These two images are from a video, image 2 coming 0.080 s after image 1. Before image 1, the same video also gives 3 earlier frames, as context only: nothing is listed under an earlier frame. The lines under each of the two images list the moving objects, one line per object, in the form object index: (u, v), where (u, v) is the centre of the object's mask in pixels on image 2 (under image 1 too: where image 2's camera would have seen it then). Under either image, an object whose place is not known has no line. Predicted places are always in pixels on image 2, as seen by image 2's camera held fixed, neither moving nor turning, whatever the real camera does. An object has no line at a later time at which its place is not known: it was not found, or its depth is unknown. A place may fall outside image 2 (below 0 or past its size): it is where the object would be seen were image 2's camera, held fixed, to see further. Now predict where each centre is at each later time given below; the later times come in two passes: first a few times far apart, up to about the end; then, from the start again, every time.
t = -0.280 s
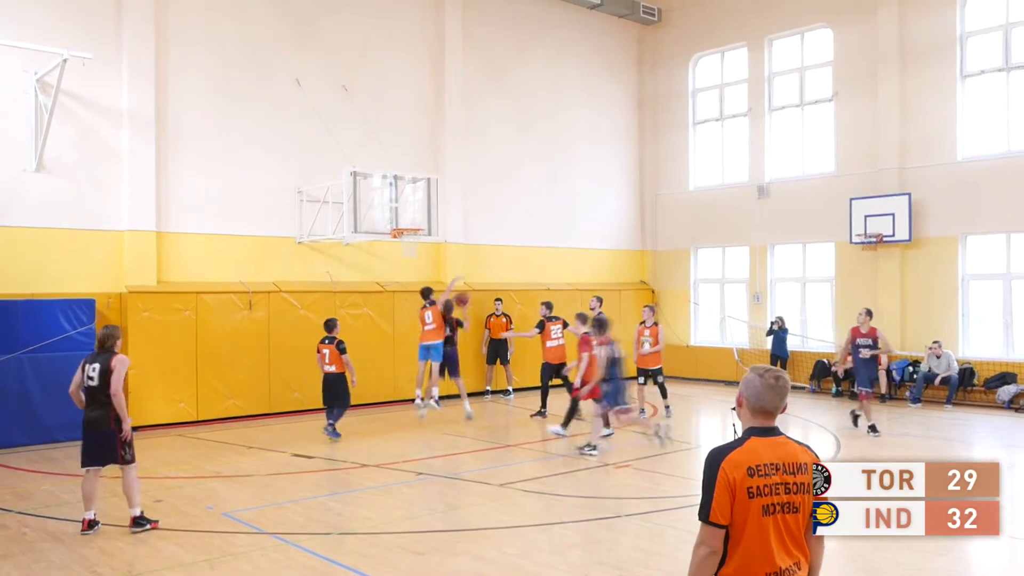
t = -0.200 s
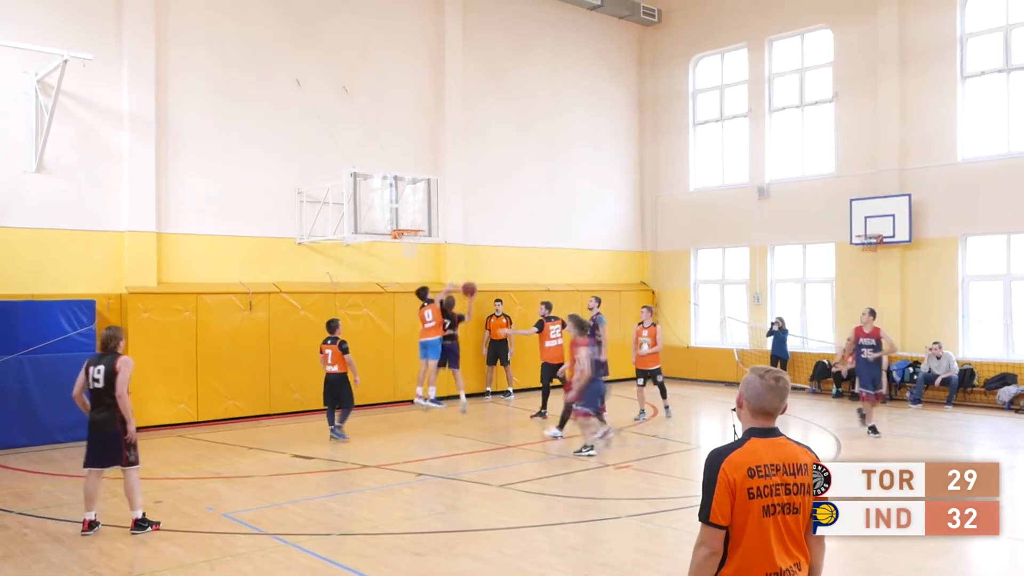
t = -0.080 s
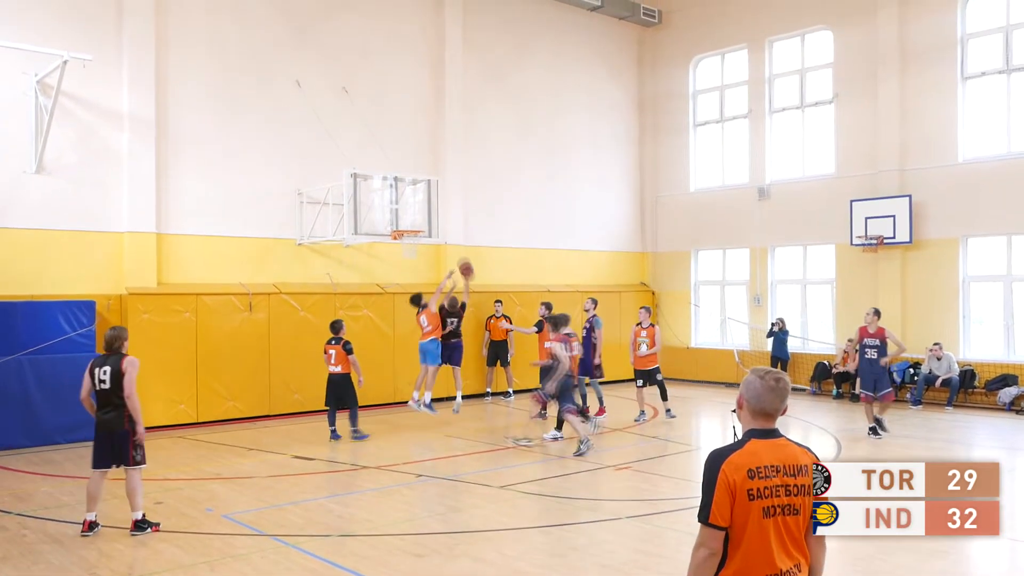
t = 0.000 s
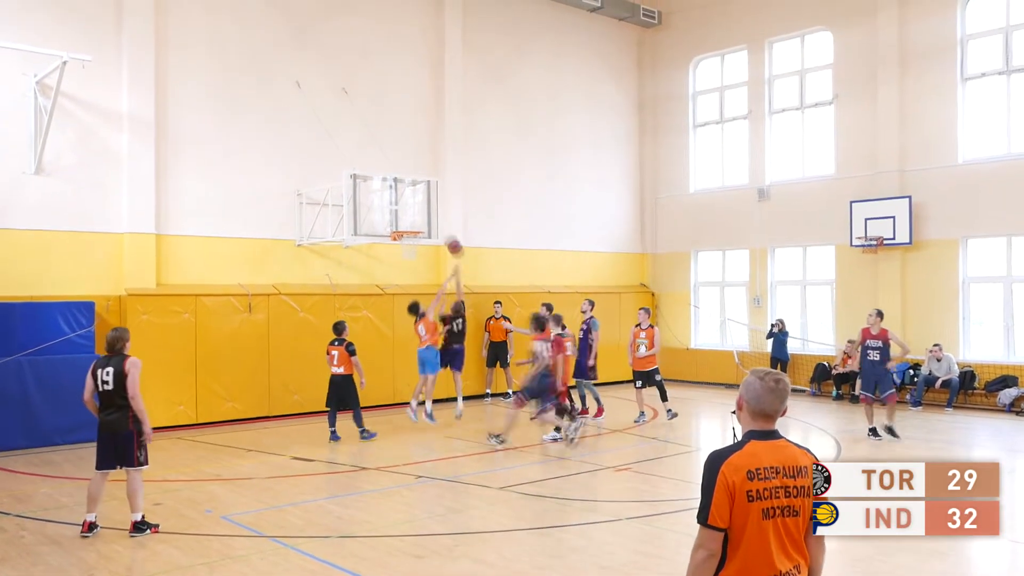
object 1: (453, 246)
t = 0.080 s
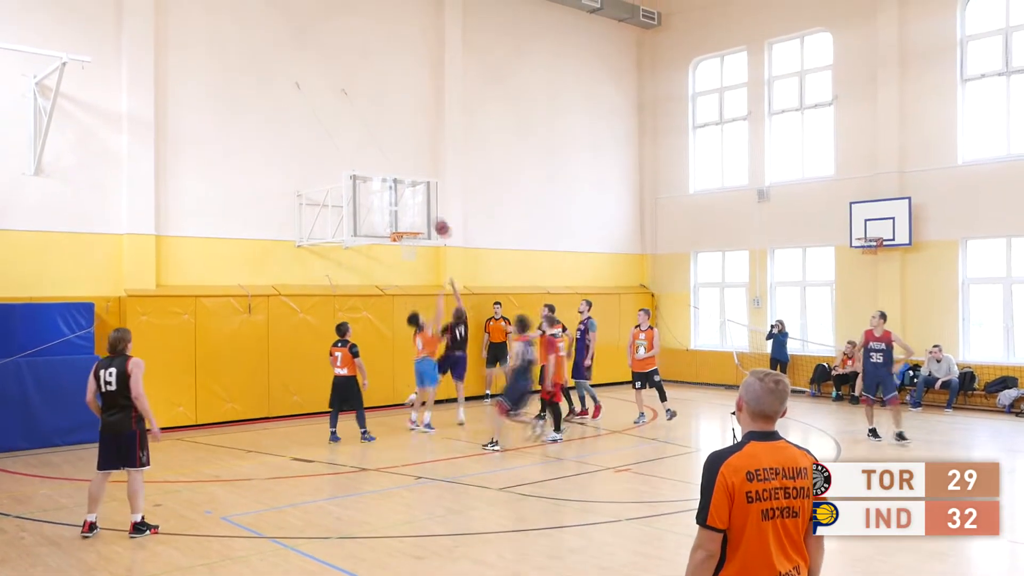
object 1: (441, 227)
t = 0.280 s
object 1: (417, 199)
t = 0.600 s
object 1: (406, 220)
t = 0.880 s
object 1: (408, 226)
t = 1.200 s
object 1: (416, 249)
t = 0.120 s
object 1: (436, 220)
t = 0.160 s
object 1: (429, 212)
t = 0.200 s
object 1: (423, 205)
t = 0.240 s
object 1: (418, 200)
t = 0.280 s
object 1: (417, 199)
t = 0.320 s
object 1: (416, 198)
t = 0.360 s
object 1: (414, 198)
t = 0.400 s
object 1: (413, 199)
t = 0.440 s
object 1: (412, 201)
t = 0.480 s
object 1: (410, 205)
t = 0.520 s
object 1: (409, 209)
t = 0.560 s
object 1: (407, 214)
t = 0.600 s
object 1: (406, 220)
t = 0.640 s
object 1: (405, 226)
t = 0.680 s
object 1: (407, 226)
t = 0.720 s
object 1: (410, 226)
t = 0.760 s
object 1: (413, 227)
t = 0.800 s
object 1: (412, 227)
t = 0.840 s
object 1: (410, 226)
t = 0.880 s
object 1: (408, 226)
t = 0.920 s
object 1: (406, 226)
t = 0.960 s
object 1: (404, 227)
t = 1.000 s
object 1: (403, 228)
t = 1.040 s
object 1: (405, 228)
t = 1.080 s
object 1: (408, 235)
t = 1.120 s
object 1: (412, 240)
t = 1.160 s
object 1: (413, 244)
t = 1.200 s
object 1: (416, 249)
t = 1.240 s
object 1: (418, 251)
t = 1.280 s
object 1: (419, 253)
